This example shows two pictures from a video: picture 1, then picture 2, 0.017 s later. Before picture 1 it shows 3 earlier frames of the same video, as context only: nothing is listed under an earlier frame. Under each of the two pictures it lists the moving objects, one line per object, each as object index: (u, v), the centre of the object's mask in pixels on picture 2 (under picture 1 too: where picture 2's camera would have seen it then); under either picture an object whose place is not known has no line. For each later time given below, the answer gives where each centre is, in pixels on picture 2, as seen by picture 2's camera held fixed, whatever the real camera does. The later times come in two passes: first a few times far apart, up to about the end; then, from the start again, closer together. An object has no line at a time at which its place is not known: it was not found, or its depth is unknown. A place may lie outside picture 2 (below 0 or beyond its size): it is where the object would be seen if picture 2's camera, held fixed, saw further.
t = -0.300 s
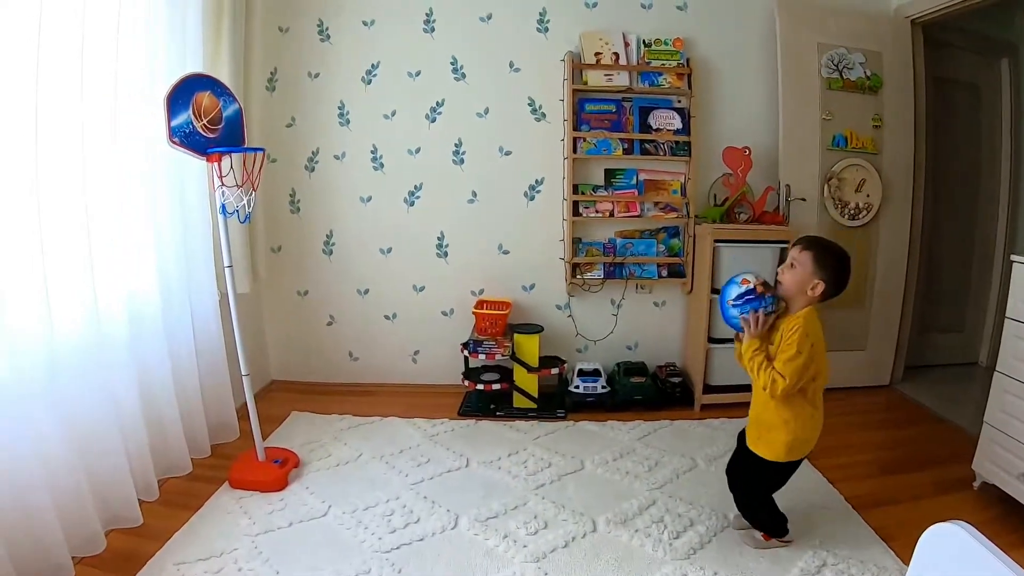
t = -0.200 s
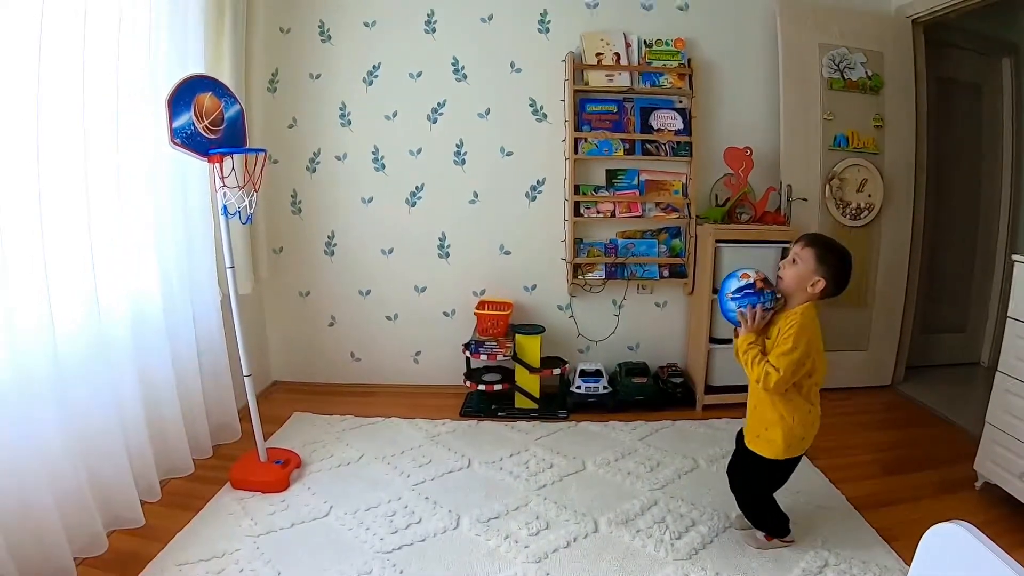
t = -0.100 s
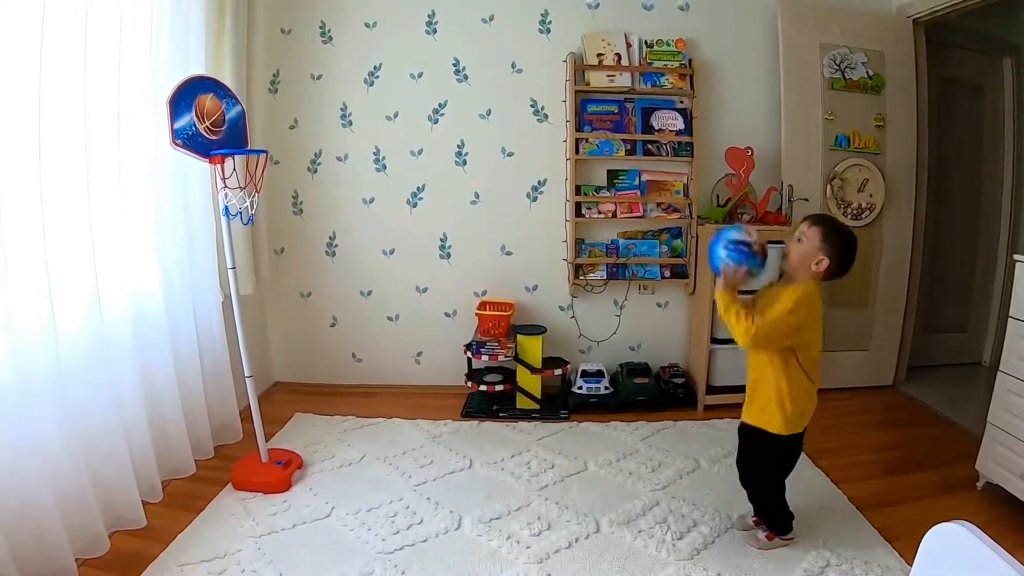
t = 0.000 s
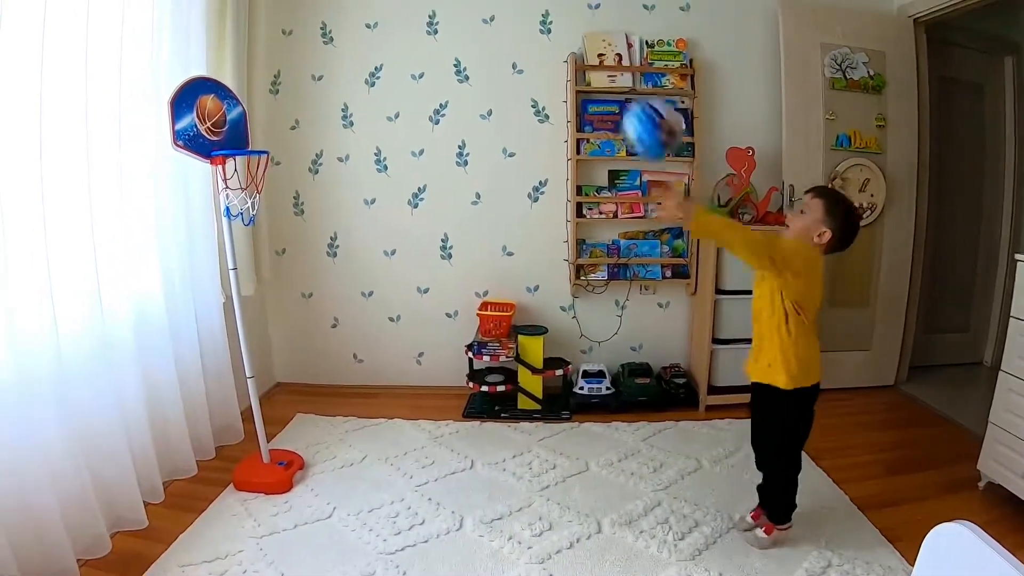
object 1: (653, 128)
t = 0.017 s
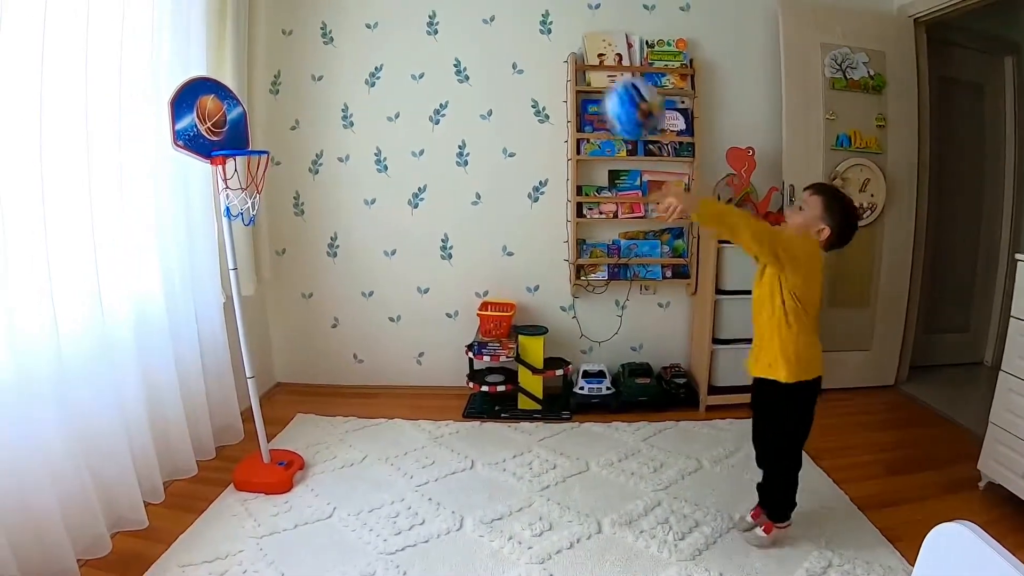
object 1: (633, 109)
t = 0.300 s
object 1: (335, 3)
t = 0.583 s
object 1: (157, 78)
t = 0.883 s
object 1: (109, 250)
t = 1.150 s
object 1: (161, 501)
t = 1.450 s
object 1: (200, 473)
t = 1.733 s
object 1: (253, 493)
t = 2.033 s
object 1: (302, 489)
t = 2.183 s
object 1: (317, 486)
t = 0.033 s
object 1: (614, 94)
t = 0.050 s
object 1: (596, 75)
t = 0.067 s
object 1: (577, 61)
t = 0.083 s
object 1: (559, 47)
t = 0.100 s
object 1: (540, 34)
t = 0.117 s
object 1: (521, 25)
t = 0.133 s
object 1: (502, 19)
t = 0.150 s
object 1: (484, 15)
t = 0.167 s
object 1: (467, 12)
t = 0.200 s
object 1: (432, 7)
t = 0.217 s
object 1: (415, 6)
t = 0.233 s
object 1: (398, 4)
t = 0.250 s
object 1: (382, 3)
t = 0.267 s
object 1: (366, 3)
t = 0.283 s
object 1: (350, 3)
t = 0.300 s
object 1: (335, 3)
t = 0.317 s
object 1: (320, 4)
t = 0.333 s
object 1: (306, 5)
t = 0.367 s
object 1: (278, 9)
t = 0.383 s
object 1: (265, 12)
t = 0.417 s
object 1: (241, 19)
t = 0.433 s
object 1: (230, 24)
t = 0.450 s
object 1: (219, 33)
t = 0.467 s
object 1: (208, 42)
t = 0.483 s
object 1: (198, 51)
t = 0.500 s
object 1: (187, 62)
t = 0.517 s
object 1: (179, 66)
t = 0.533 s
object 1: (173, 70)
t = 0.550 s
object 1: (166, 74)
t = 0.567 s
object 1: (162, 76)
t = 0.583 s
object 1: (157, 78)
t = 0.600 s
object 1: (152, 81)
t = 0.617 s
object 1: (146, 85)
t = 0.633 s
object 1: (141, 90)
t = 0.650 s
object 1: (138, 95)
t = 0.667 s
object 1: (135, 102)
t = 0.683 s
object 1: (132, 109)
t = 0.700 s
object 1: (129, 116)
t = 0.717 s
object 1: (125, 125)
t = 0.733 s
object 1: (121, 133)
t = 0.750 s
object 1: (118, 143)
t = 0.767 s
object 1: (116, 154)
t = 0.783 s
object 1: (113, 165)
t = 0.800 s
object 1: (110, 177)
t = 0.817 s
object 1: (109, 189)
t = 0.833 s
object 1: (108, 204)
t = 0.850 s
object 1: (107, 218)
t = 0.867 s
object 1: (108, 234)
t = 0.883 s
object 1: (109, 250)
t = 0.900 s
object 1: (110, 267)
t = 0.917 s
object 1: (112, 284)
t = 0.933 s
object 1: (114, 299)
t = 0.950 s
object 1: (116, 316)
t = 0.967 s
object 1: (119, 335)
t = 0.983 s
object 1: (123, 354)
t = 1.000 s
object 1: (127, 372)
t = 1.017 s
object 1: (131, 391)
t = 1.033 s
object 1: (136, 411)
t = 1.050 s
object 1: (141, 432)
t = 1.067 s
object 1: (145, 449)
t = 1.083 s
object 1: (149, 465)
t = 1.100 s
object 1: (151, 473)
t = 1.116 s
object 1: (156, 485)
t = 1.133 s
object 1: (160, 500)
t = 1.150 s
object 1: (161, 501)
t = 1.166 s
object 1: (161, 493)
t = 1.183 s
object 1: (162, 488)
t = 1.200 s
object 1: (162, 481)
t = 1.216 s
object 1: (162, 476)
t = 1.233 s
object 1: (163, 472)
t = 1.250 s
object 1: (165, 468)
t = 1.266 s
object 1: (168, 464)
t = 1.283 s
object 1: (169, 462)
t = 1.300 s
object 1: (172, 460)
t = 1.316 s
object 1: (174, 459)
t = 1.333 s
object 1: (177, 458)
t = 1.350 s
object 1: (180, 458)
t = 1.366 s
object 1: (183, 459)
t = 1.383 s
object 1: (186, 460)
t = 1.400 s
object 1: (190, 462)
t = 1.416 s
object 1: (193, 465)
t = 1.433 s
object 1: (197, 470)
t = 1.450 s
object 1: (200, 473)
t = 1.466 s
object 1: (204, 478)
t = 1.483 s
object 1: (208, 483)
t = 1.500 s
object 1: (212, 489)
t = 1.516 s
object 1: (218, 498)
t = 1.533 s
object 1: (220, 497)
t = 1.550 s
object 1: (222, 493)
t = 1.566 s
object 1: (225, 489)
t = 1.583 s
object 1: (227, 487)
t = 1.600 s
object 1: (229, 485)
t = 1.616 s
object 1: (231, 484)
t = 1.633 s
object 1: (234, 483)
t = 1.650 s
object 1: (236, 482)
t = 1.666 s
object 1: (240, 483)
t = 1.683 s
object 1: (243, 485)
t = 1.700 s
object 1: (246, 487)
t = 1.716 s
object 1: (250, 489)
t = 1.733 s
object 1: (253, 493)
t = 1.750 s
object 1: (257, 494)
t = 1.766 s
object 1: (259, 491)
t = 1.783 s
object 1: (261, 490)
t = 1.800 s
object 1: (264, 488)
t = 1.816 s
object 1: (267, 488)
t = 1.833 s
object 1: (269, 487)
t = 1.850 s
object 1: (272, 488)
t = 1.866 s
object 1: (275, 490)
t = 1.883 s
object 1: (278, 491)
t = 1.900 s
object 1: (282, 491)
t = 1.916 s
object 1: (283, 491)
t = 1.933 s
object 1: (286, 490)
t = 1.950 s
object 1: (289, 490)
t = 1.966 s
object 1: (291, 490)
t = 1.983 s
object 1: (295, 491)
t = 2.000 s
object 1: (297, 490)
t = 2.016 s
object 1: (300, 489)
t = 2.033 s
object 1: (302, 489)
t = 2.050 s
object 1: (304, 489)
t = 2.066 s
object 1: (306, 488)
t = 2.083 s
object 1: (308, 488)
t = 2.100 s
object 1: (310, 488)
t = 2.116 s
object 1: (312, 487)
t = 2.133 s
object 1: (313, 487)
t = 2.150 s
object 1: (315, 487)
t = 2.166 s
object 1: (316, 486)
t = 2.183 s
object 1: (317, 486)
